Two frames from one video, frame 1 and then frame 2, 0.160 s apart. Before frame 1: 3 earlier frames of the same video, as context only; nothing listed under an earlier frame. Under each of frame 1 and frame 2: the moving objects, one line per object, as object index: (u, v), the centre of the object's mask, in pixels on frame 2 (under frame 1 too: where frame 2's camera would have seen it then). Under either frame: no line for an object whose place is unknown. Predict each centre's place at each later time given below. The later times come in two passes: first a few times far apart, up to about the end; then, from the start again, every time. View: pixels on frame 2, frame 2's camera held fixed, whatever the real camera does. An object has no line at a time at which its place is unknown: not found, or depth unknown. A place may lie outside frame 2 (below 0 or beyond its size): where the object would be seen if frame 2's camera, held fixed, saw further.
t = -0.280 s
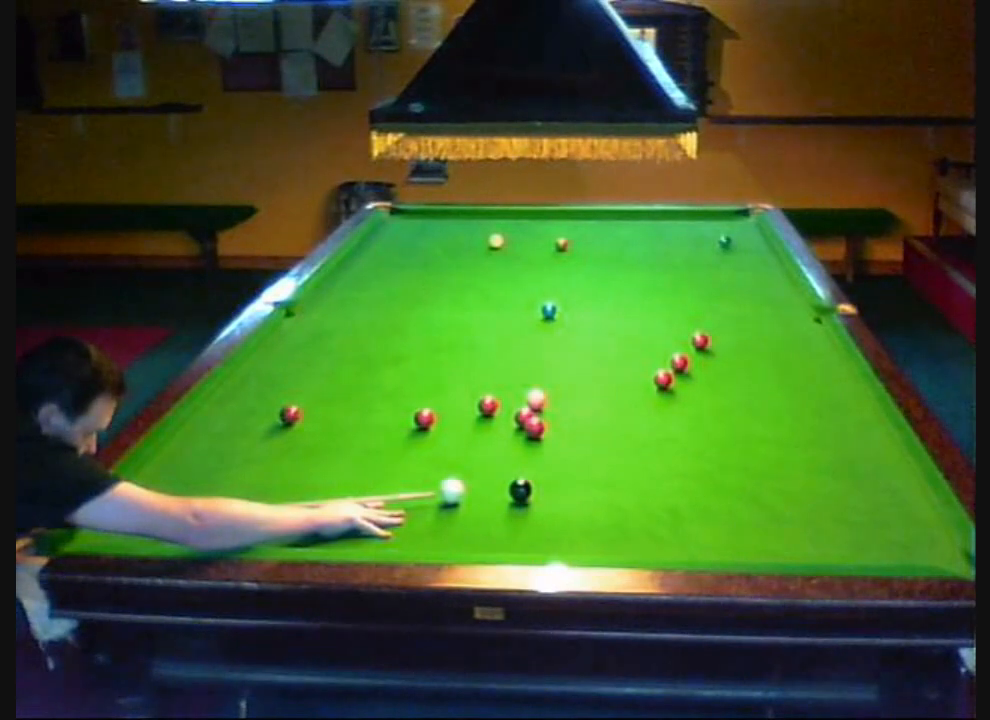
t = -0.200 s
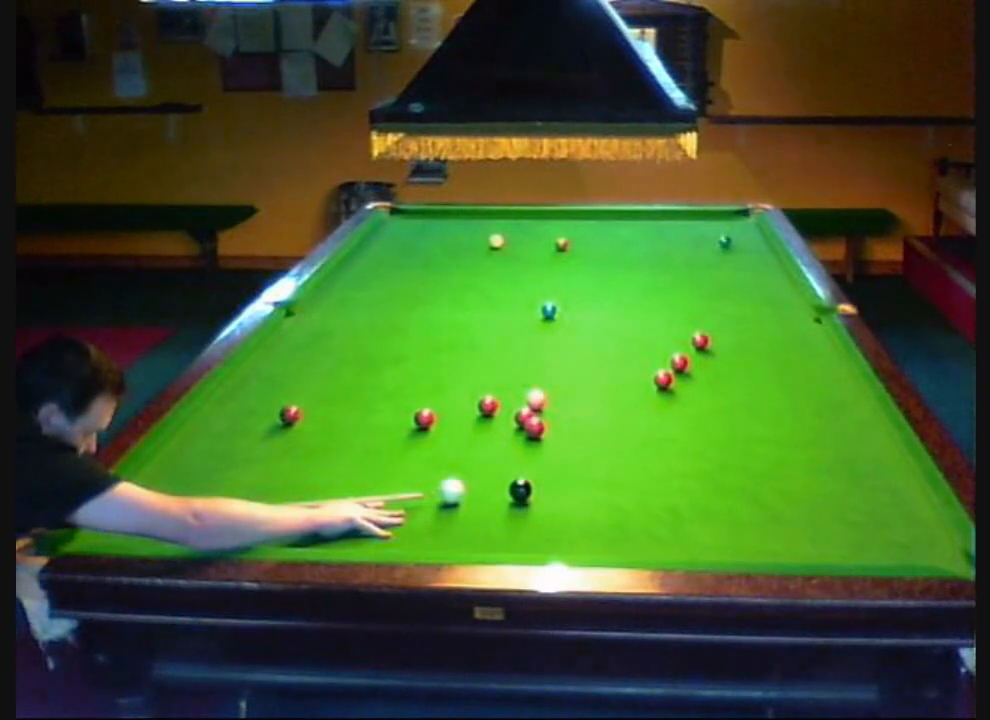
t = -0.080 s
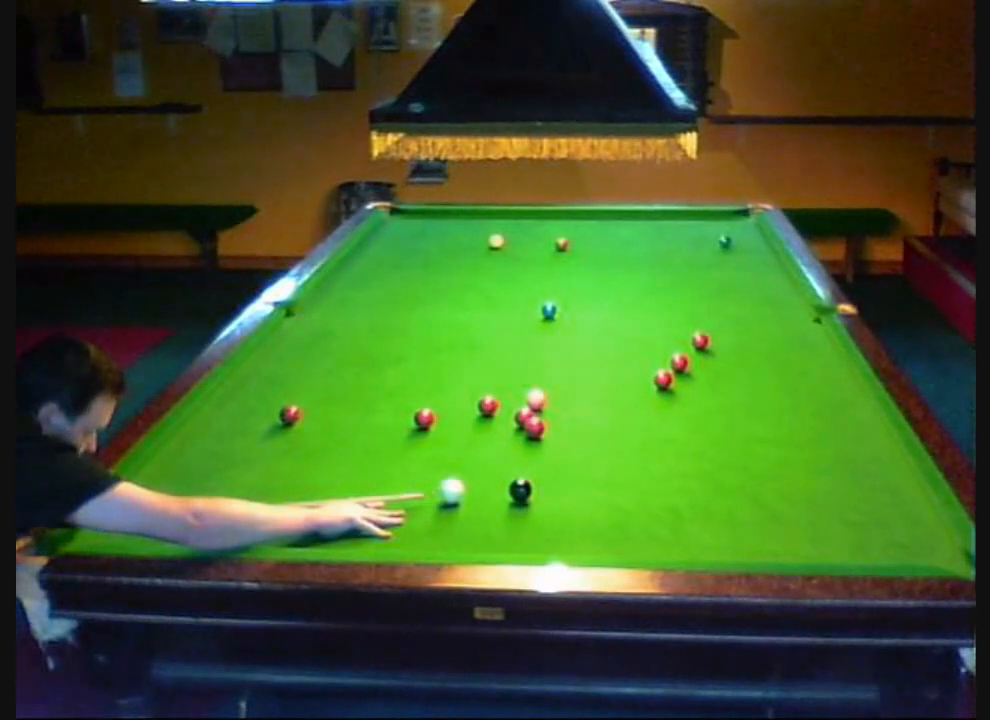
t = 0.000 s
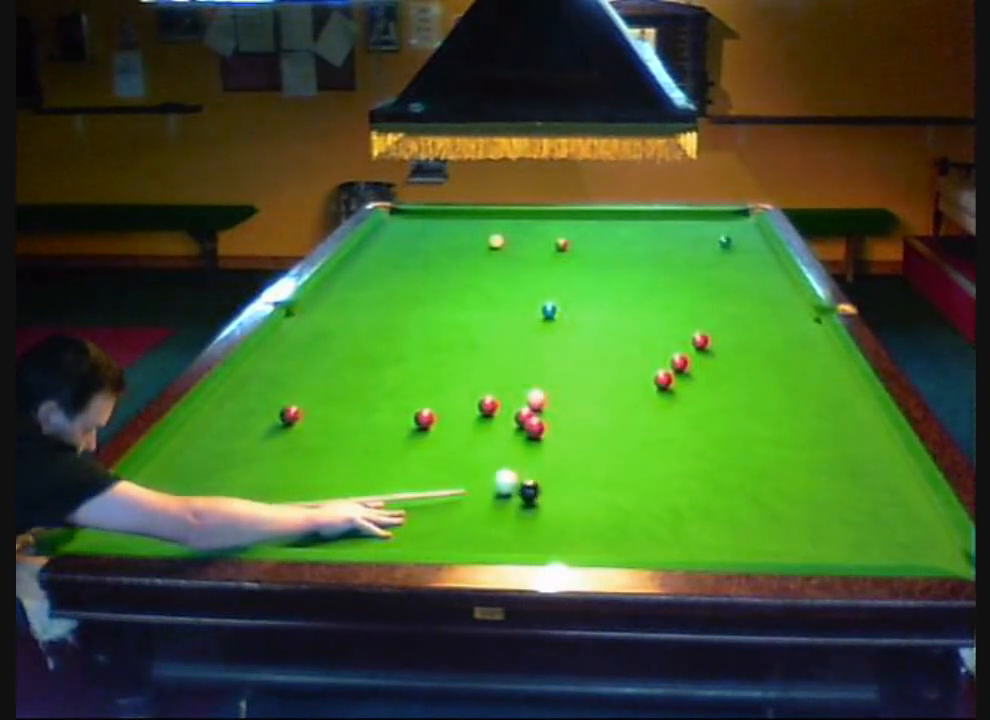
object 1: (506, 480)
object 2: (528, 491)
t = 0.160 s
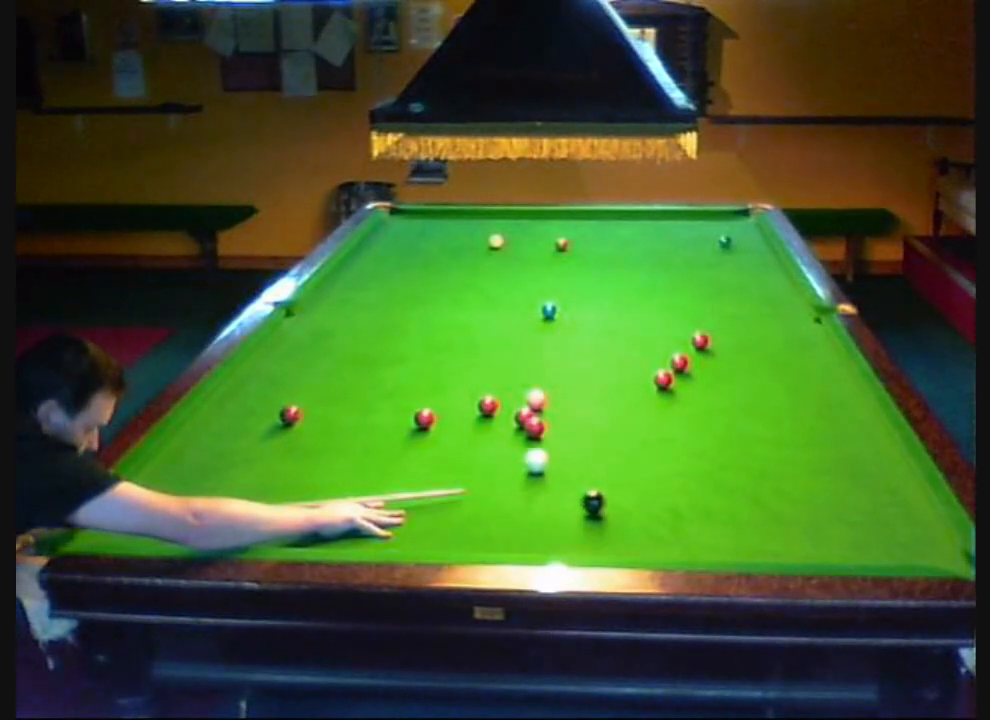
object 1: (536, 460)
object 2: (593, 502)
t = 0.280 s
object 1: (557, 446)
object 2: (642, 511)
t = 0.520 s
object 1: (596, 421)
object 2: (744, 528)
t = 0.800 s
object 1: (630, 400)
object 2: (849, 545)
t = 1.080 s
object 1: (657, 385)
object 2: (939, 556)
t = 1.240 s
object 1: (663, 383)
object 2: (967, 565)
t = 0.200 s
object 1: (545, 454)
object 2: (614, 506)
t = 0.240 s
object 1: (551, 450)
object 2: (628, 508)
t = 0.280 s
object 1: (557, 446)
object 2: (642, 511)
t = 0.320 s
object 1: (565, 440)
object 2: (663, 515)
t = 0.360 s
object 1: (571, 437)
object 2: (677, 517)
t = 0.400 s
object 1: (579, 432)
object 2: (697, 520)
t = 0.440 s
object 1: (584, 428)
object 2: (710, 523)
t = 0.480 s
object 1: (589, 425)
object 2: (724, 524)
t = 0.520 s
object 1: (596, 421)
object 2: (744, 528)
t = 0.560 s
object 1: (600, 418)
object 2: (756, 530)
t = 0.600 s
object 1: (607, 414)
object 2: (776, 533)
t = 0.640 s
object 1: (611, 411)
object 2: (788, 535)
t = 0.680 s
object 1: (615, 408)
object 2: (801, 537)
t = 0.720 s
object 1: (621, 405)
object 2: (819, 540)
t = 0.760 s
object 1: (625, 403)
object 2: (831, 542)
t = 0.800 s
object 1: (630, 400)
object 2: (849, 545)
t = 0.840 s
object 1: (634, 398)
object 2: (860, 547)
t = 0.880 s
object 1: (637, 396)
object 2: (872, 548)
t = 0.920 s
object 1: (642, 393)
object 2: (888, 550)
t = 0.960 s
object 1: (645, 392)
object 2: (898, 551)
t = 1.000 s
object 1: (650, 389)
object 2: (914, 553)
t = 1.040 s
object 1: (652, 387)
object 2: (924, 554)
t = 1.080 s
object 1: (657, 385)
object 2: (939, 556)
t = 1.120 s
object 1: (659, 383)
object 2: (948, 558)
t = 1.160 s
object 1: (660, 384)
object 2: (957, 560)
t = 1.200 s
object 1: (662, 384)
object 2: (966, 563)
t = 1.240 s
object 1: (663, 383)
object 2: (967, 565)
